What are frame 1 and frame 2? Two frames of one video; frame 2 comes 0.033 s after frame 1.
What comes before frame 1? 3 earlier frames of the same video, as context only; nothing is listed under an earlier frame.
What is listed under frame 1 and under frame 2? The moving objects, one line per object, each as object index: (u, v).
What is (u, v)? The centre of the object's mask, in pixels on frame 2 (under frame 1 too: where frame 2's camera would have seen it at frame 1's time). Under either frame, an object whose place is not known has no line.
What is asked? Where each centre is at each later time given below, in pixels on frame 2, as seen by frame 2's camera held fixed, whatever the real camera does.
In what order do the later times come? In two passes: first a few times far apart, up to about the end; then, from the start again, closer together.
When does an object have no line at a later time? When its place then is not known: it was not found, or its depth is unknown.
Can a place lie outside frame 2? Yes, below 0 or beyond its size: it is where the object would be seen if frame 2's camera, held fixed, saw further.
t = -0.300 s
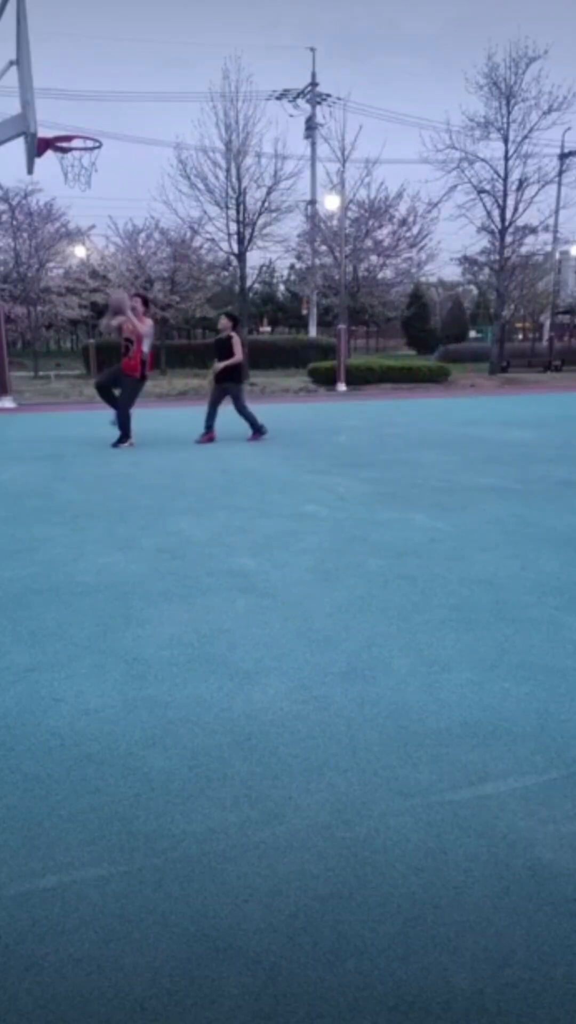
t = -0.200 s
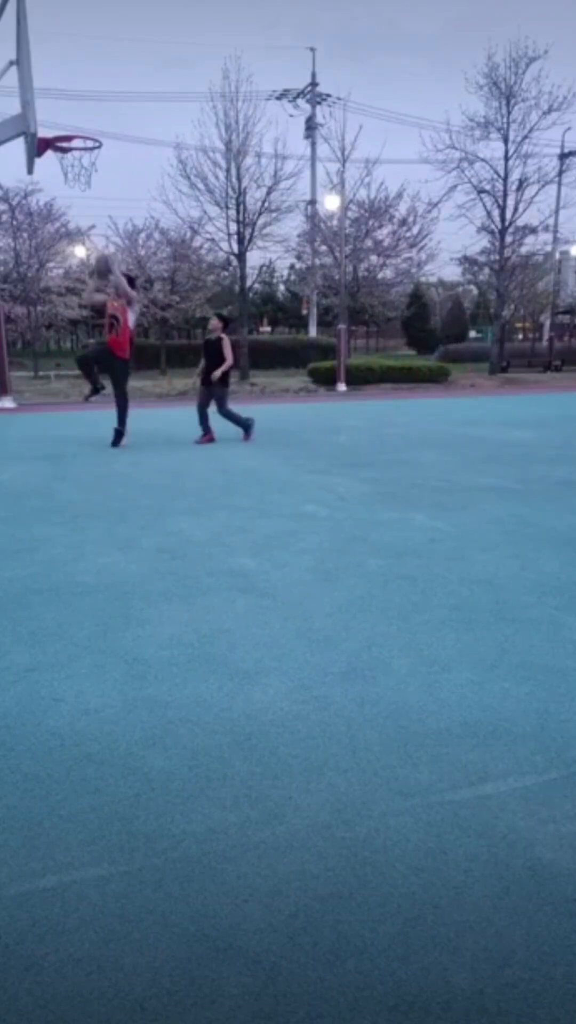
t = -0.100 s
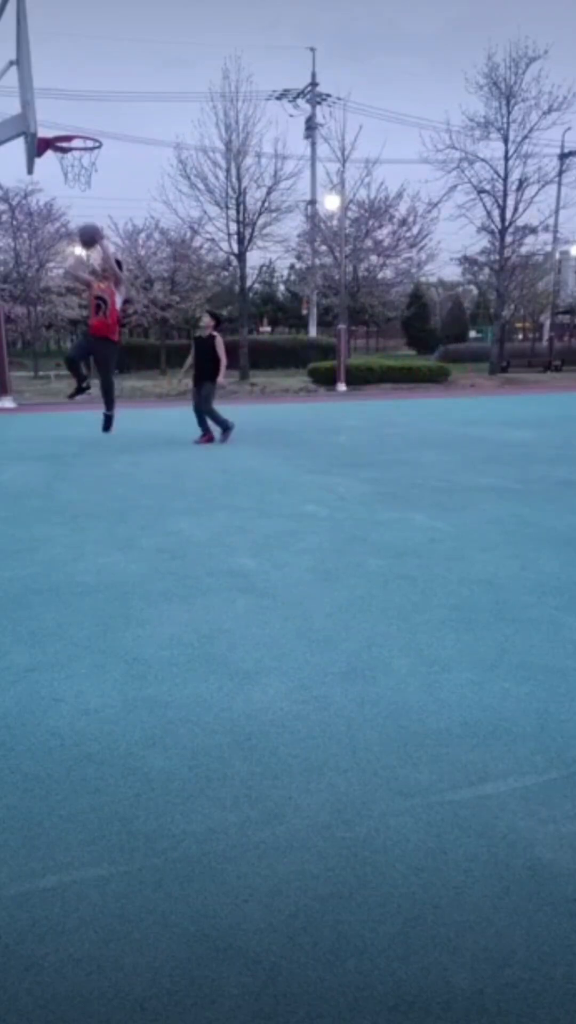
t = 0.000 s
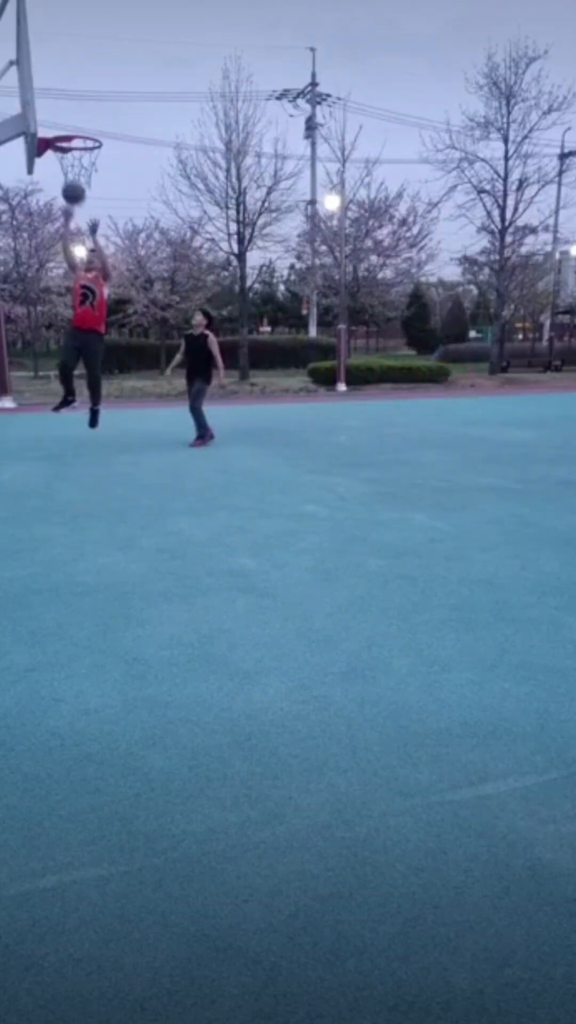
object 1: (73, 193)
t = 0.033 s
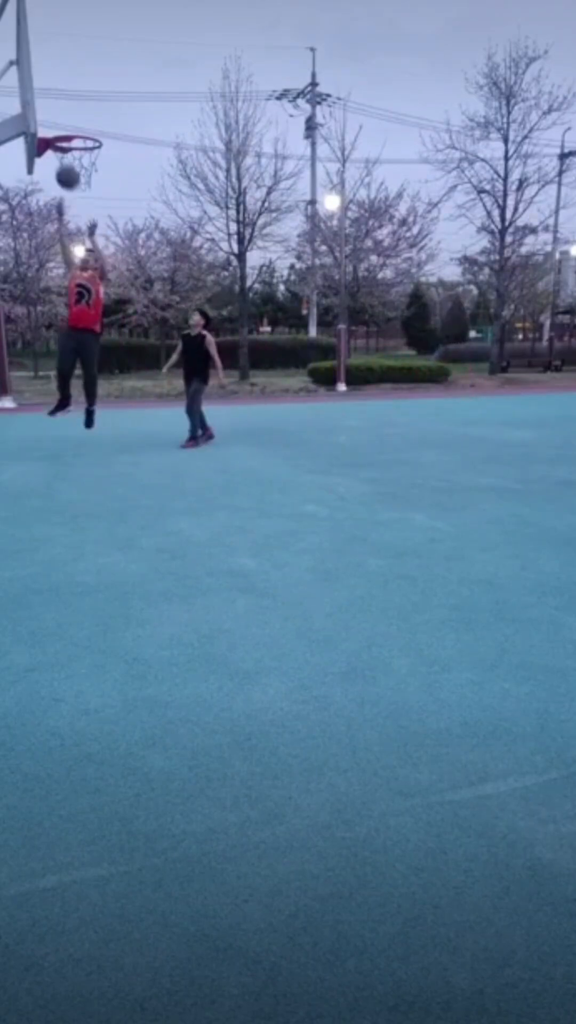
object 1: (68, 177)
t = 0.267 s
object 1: (56, 108)
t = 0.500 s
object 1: (90, 120)
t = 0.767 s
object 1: (99, 124)
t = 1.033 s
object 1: (113, 144)
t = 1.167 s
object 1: (123, 184)
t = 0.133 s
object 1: (48, 130)
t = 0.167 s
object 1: (46, 122)
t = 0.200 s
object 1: (47, 116)
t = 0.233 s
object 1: (51, 112)
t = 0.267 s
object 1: (56, 108)
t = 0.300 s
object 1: (60, 106)
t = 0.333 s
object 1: (65, 105)
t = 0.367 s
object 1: (70, 106)
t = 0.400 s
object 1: (75, 107)
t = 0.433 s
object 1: (80, 110)
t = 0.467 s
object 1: (85, 115)
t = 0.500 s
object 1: (90, 120)
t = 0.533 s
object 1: (95, 125)
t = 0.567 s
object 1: (95, 122)
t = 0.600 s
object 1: (96, 119)
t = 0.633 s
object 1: (96, 118)
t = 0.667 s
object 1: (97, 118)
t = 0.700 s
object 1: (97, 118)
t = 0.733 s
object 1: (98, 121)
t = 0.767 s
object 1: (99, 124)
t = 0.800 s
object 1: (100, 124)
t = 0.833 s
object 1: (102, 122)
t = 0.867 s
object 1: (103, 123)
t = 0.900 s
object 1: (105, 124)
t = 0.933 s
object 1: (107, 127)
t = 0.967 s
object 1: (109, 131)
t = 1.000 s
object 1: (111, 137)
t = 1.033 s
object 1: (113, 144)
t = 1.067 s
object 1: (116, 152)
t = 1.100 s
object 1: (118, 161)
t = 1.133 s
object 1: (120, 172)
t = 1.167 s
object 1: (123, 184)
